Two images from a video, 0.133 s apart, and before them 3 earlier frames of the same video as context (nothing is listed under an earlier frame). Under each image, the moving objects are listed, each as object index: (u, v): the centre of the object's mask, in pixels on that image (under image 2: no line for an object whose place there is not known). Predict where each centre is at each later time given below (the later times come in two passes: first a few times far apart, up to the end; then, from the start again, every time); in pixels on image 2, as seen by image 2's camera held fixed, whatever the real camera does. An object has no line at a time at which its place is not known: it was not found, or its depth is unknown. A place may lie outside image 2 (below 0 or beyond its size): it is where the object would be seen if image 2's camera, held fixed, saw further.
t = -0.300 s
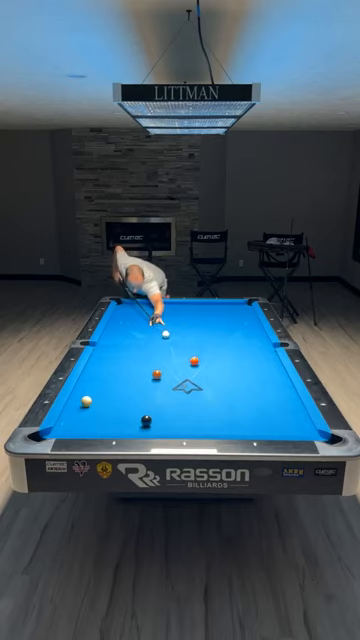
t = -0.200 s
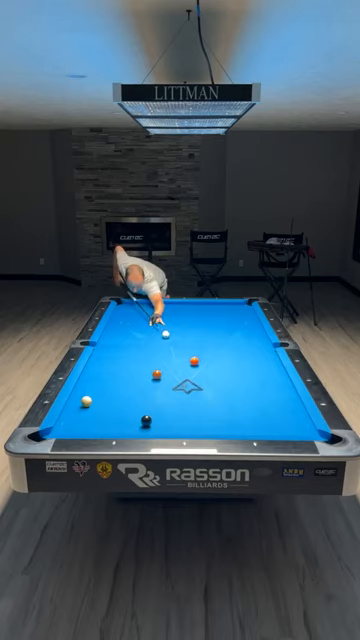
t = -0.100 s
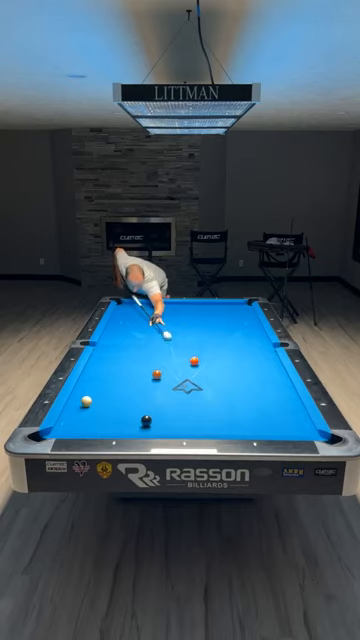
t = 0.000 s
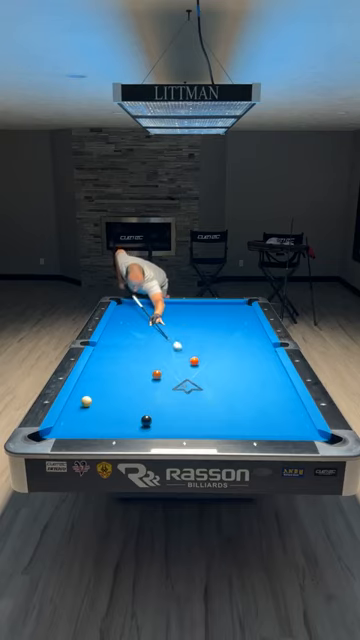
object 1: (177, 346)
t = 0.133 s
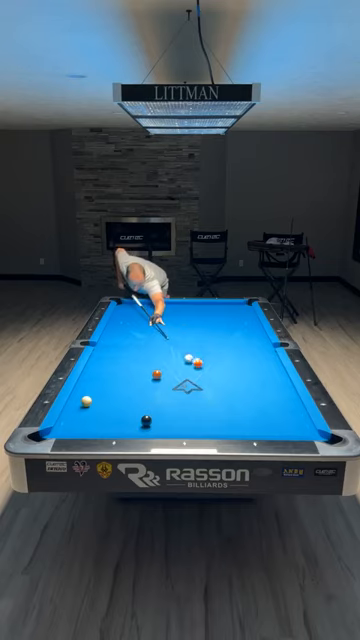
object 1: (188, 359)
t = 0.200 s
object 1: (186, 359)
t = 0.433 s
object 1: (177, 359)
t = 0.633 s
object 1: (170, 359)
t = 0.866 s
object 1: (162, 359)
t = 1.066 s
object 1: (156, 359)
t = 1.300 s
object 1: (150, 359)
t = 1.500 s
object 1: (145, 359)
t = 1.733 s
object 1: (140, 359)
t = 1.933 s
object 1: (137, 359)
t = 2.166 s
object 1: (133, 359)
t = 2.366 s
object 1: (130, 359)
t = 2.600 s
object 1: (127, 360)
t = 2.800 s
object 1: (126, 359)
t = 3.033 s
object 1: (125, 359)
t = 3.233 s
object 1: (124, 359)
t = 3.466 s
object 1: (125, 359)
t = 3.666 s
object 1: (124, 359)
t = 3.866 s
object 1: (124, 360)
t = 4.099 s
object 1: (124, 360)
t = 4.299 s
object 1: (124, 360)
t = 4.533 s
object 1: (124, 360)
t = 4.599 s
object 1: (124, 360)
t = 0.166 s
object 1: (187, 359)
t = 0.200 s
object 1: (186, 359)
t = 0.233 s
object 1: (184, 359)
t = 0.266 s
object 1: (183, 359)
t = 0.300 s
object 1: (182, 359)
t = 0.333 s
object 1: (180, 359)
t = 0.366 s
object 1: (179, 359)
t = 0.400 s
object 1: (178, 359)
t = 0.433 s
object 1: (177, 359)
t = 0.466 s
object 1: (175, 359)
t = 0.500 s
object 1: (174, 359)
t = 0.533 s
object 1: (173, 359)
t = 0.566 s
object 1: (172, 359)
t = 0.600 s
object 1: (171, 359)
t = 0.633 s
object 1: (170, 359)
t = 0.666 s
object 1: (169, 359)
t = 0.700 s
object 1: (167, 359)
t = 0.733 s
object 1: (166, 359)
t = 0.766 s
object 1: (165, 359)
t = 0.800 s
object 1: (164, 359)
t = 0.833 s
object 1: (163, 359)
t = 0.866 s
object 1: (162, 359)
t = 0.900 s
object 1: (161, 359)
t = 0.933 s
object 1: (160, 359)
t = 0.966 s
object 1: (159, 359)
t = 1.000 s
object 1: (158, 359)
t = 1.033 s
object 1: (157, 359)
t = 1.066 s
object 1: (156, 359)
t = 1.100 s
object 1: (155, 359)
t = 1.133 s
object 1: (154, 359)
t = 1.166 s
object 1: (153, 359)
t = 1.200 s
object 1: (152, 359)
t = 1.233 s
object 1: (152, 359)
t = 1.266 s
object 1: (151, 359)
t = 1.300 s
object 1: (150, 359)
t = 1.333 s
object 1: (149, 359)
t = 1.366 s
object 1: (148, 359)
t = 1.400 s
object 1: (147, 359)
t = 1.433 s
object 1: (146, 359)
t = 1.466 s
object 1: (146, 359)
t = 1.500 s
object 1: (145, 359)
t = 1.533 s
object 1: (144, 359)
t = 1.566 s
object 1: (143, 359)
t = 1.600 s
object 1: (143, 359)
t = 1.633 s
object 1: (142, 359)
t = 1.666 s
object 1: (141, 359)
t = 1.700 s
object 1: (140, 359)
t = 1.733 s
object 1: (140, 359)
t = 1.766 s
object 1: (139, 359)
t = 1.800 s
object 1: (138, 359)
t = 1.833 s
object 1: (138, 359)
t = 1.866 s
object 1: (137, 359)
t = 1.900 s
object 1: (137, 359)
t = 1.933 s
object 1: (137, 359)
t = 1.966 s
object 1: (136, 359)
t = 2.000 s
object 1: (135, 359)
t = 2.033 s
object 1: (134, 359)
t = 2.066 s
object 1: (134, 359)
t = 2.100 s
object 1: (133, 359)
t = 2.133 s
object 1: (133, 359)
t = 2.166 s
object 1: (133, 359)
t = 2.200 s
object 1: (132, 359)
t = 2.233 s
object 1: (131, 359)
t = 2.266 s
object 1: (131, 359)
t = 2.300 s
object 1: (131, 359)
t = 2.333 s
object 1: (130, 359)
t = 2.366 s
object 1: (130, 359)
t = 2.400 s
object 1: (130, 359)
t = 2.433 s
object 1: (129, 359)
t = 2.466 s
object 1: (129, 359)
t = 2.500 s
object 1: (128, 359)
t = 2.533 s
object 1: (128, 359)
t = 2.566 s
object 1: (128, 359)
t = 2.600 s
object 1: (127, 360)
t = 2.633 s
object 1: (127, 359)
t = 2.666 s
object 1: (127, 359)
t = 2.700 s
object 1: (127, 359)
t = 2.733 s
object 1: (127, 359)
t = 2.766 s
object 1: (126, 359)
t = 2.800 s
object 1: (126, 359)
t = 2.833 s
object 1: (126, 359)
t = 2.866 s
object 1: (126, 359)
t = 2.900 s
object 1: (125, 359)
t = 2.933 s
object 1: (125, 359)
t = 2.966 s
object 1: (125, 359)
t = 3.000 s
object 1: (125, 359)
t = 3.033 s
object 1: (125, 359)
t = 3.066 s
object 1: (125, 359)
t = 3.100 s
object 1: (125, 359)
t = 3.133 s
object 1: (125, 359)
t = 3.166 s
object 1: (125, 359)
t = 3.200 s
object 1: (125, 359)
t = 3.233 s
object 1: (124, 359)
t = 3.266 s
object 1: (124, 359)
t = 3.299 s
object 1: (125, 359)
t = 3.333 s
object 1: (125, 359)
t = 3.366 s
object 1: (125, 359)
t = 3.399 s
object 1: (125, 359)
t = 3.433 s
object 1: (125, 359)
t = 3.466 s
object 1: (125, 359)
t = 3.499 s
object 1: (125, 359)
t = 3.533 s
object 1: (125, 359)
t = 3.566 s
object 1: (125, 359)
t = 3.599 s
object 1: (125, 359)
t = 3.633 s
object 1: (124, 359)
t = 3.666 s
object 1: (124, 359)
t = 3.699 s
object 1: (124, 359)
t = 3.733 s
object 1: (124, 360)
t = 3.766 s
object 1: (124, 360)
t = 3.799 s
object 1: (124, 360)
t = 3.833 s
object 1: (124, 360)
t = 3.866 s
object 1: (124, 360)
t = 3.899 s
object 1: (124, 360)
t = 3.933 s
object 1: (124, 360)
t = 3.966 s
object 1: (124, 360)
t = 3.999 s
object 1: (124, 360)
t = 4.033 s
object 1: (124, 360)
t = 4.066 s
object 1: (124, 360)
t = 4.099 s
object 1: (124, 360)
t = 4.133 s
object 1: (124, 360)
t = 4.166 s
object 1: (124, 360)
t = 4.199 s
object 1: (124, 360)
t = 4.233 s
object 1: (124, 360)
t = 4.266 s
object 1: (124, 360)
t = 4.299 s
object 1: (124, 360)
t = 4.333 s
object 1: (124, 360)
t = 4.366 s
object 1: (124, 360)
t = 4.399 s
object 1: (124, 360)
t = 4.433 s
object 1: (124, 360)
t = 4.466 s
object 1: (124, 360)
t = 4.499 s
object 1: (124, 360)
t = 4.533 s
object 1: (124, 360)
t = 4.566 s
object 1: (124, 360)
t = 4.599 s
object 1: (124, 360)
